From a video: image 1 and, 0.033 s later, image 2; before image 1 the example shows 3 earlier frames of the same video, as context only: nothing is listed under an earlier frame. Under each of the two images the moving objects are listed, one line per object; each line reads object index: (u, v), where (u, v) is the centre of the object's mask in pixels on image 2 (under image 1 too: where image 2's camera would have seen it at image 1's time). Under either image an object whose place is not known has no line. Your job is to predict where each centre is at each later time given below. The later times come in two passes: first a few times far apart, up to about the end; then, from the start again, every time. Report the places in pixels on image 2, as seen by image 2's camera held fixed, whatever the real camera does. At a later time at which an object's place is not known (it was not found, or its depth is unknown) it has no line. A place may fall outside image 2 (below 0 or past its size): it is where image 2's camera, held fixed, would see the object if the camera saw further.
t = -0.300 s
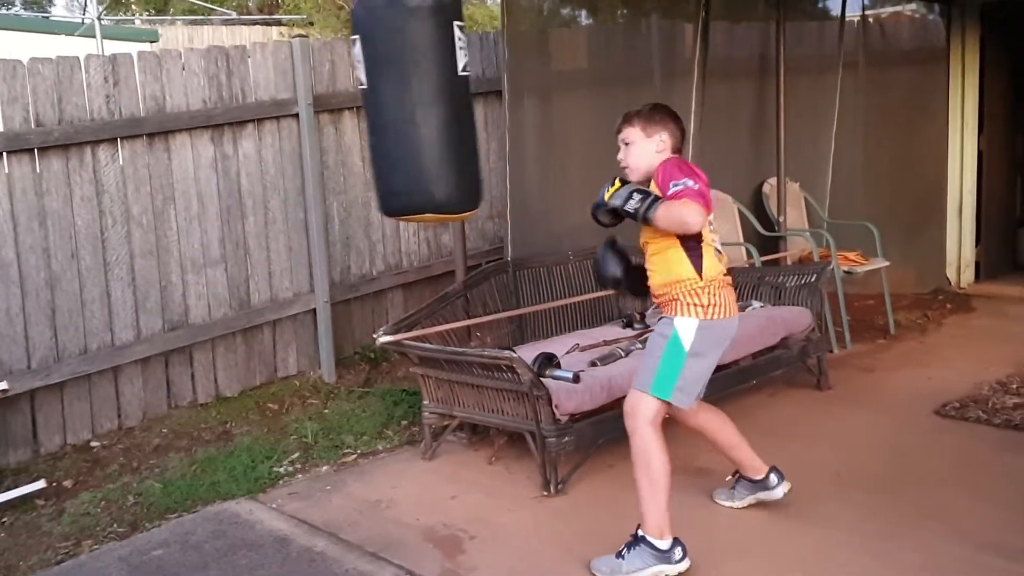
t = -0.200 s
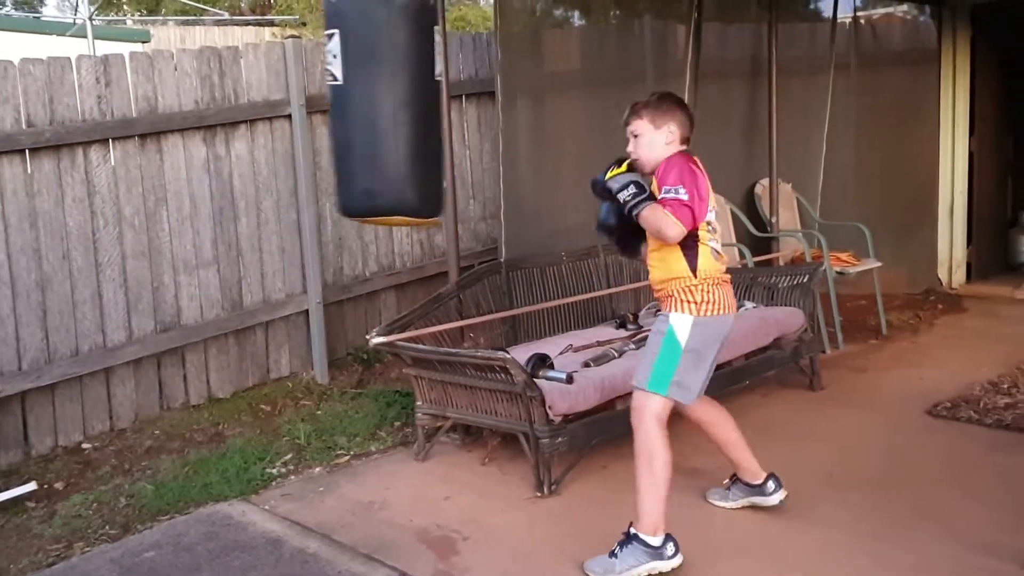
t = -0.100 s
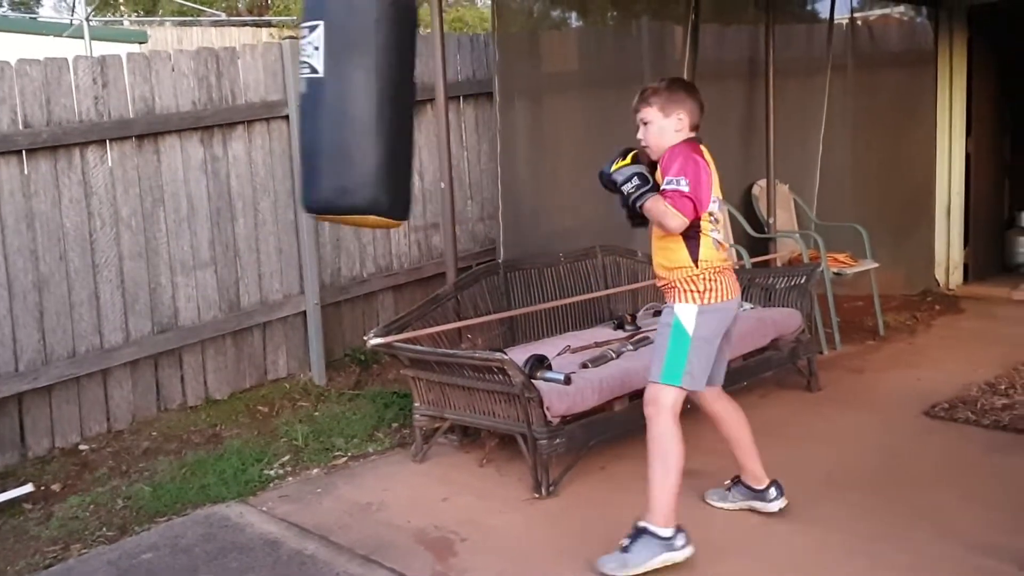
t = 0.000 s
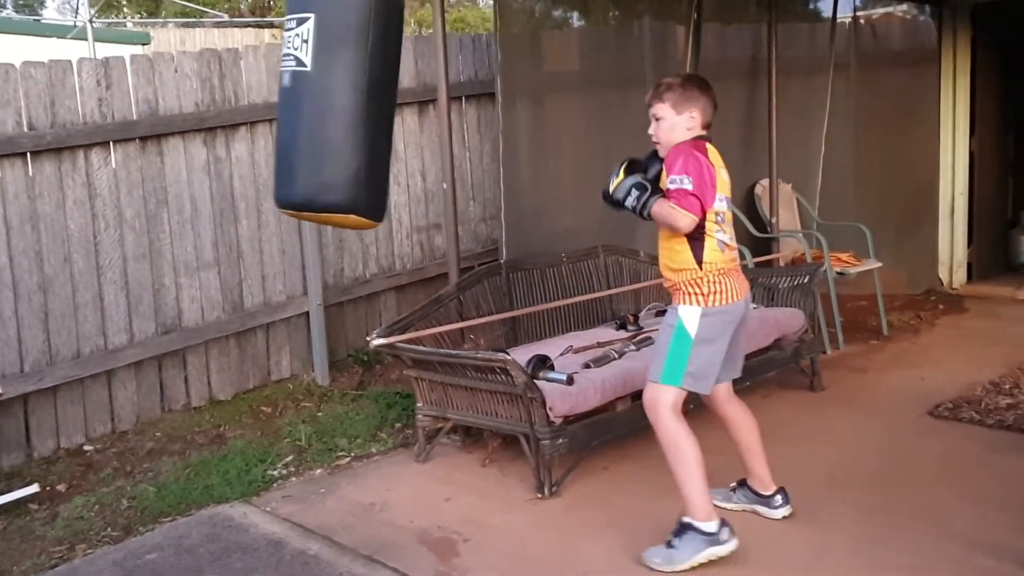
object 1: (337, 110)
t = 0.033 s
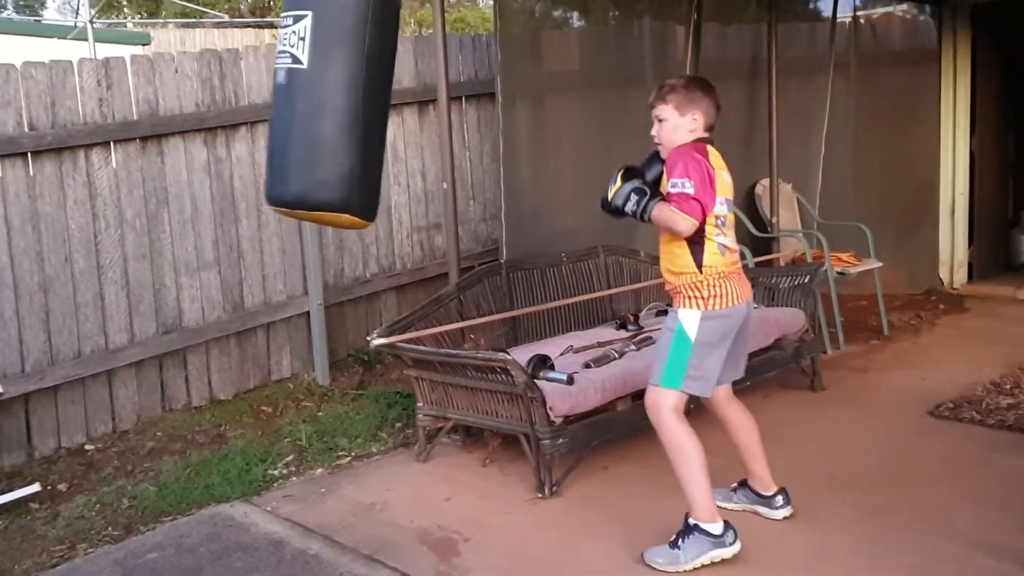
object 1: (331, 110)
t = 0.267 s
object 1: (309, 106)
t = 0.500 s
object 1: (330, 108)
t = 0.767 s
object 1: (394, 109)
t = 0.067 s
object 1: (325, 109)
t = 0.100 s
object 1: (320, 108)
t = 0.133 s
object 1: (316, 107)
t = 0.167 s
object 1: (313, 107)
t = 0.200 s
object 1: (310, 106)
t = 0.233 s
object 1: (309, 106)
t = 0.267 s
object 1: (309, 106)
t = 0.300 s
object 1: (309, 105)
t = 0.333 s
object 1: (310, 106)
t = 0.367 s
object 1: (313, 107)
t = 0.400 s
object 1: (316, 107)
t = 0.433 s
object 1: (320, 107)
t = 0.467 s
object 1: (325, 108)
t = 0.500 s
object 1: (330, 108)
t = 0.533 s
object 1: (337, 108)
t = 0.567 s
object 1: (344, 108)
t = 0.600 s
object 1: (352, 108)
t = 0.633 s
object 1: (361, 109)
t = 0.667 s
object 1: (369, 112)
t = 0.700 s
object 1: (376, 110)
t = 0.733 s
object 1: (385, 110)
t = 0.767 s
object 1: (394, 109)
